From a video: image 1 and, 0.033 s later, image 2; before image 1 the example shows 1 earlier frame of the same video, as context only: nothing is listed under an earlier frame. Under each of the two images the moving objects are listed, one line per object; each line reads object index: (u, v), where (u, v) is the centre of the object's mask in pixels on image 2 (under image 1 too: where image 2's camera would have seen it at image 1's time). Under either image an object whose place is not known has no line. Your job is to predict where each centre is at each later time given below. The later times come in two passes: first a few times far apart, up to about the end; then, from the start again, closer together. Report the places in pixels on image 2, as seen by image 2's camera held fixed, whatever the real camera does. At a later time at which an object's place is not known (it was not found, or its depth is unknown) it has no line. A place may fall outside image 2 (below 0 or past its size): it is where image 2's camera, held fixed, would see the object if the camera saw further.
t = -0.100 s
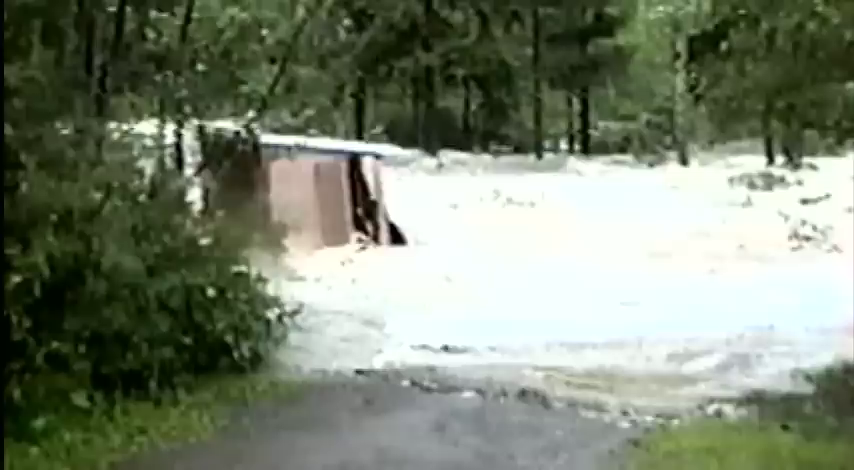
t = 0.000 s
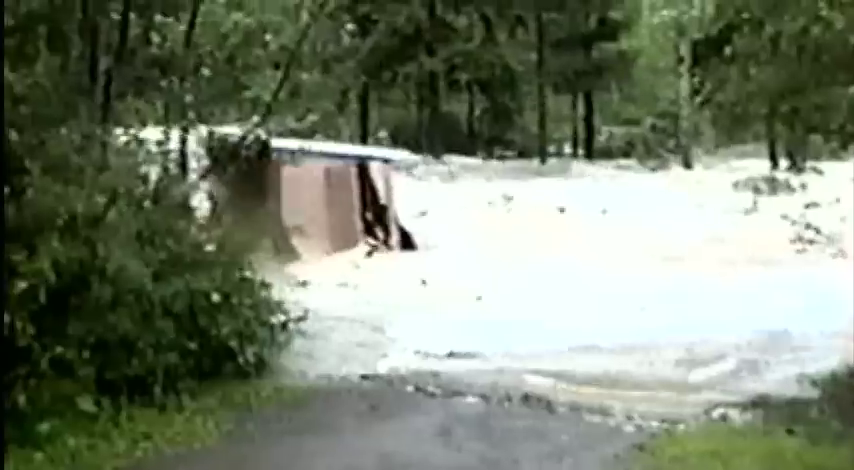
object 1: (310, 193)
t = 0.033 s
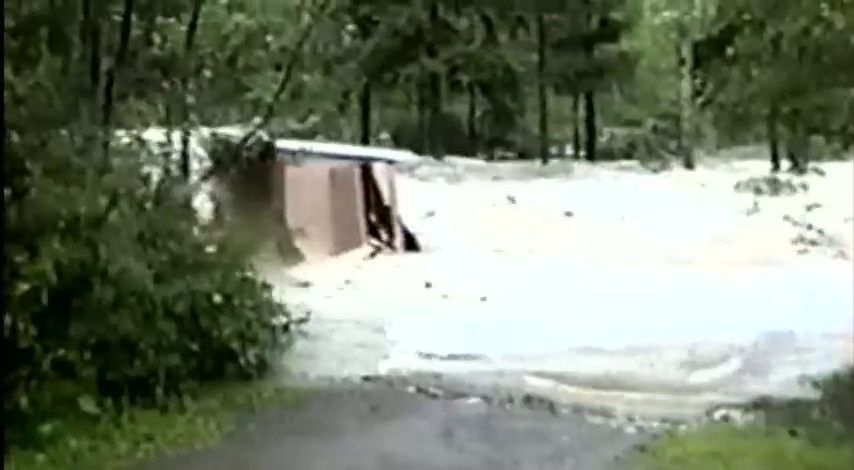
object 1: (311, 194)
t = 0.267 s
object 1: (326, 193)
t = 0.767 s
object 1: (361, 188)
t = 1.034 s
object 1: (378, 188)
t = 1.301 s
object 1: (391, 187)
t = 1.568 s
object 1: (409, 188)
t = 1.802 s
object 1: (423, 188)
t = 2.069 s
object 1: (439, 187)
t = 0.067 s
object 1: (313, 193)
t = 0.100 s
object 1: (315, 193)
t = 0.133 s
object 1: (317, 193)
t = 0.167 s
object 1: (319, 193)
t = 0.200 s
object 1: (320, 194)
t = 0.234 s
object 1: (323, 193)
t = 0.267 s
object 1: (326, 193)
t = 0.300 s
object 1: (327, 193)
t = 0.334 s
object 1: (329, 193)
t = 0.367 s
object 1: (332, 193)
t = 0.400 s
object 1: (333, 193)
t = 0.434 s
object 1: (335, 192)
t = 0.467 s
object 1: (339, 191)
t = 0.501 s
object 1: (342, 190)
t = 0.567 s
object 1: (348, 190)
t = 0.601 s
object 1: (351, 189)
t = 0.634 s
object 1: (352, 189)
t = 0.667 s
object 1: (355, 189)
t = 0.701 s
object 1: (357, 189)
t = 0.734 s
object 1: (358, 188)
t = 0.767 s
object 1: (361, 188)
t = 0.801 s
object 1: (362, 188)
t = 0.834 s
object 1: (365, 189)
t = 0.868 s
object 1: (367, 189)
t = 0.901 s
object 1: (369, 189)
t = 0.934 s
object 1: (372, 189)
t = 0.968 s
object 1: (373, 189)
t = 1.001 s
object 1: (376, 188)
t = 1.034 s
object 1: (378, 188)
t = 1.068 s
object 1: (380, 189)
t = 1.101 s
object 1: (382, 188)
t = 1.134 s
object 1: (384, 188)
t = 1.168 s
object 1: (385, 187)
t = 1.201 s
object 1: (387, 187)
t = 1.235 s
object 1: (388, 186)
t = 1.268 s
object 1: (390, 187)
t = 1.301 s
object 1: (391, 187)
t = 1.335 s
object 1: (393, 187)
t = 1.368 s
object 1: (396, 187)
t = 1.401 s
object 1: (398, 187)
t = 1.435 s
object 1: (400, 187)
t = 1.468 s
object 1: (402, 187)
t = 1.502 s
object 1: (404, 187)
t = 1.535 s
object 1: (406, 187)
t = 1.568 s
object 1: (409, 188)
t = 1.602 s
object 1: (411, 188)
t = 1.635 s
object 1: (413, 188)
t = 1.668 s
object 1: (415, 188)
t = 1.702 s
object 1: (417, 188)
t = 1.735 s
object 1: (418, 188)
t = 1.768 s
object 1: (421, 188)
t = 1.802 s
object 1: (423, 188)
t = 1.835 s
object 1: (425, 188)
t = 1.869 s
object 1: (426, 188)
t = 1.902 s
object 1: (429, 188)
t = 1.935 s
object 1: (431, 189)
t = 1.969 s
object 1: (432, 188)
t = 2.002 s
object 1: (435, 188)
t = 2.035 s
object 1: (436, 188)
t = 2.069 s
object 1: (439, 187)
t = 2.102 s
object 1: (440, 188)
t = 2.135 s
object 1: (442, 188)
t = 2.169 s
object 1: (445, 188)
